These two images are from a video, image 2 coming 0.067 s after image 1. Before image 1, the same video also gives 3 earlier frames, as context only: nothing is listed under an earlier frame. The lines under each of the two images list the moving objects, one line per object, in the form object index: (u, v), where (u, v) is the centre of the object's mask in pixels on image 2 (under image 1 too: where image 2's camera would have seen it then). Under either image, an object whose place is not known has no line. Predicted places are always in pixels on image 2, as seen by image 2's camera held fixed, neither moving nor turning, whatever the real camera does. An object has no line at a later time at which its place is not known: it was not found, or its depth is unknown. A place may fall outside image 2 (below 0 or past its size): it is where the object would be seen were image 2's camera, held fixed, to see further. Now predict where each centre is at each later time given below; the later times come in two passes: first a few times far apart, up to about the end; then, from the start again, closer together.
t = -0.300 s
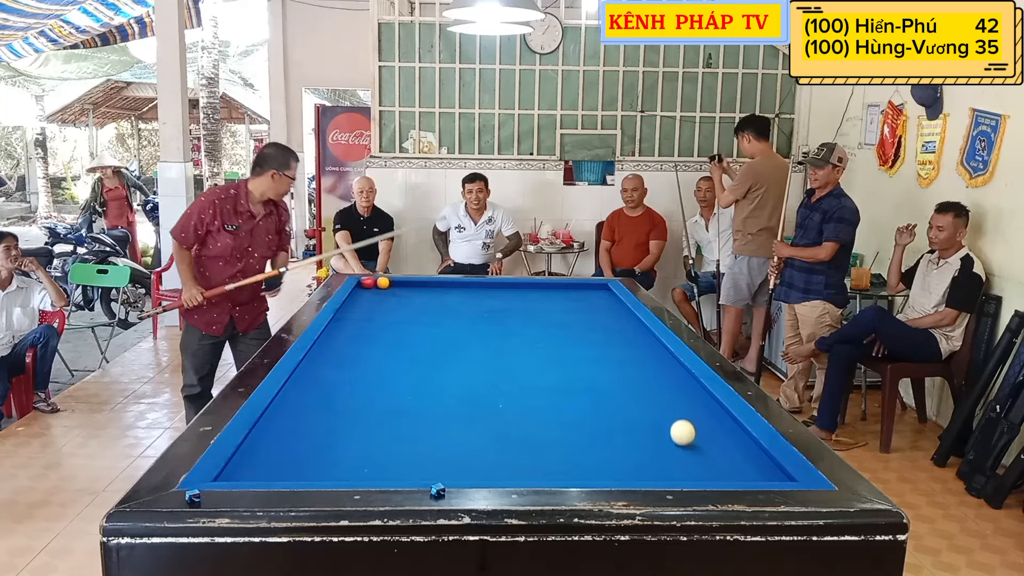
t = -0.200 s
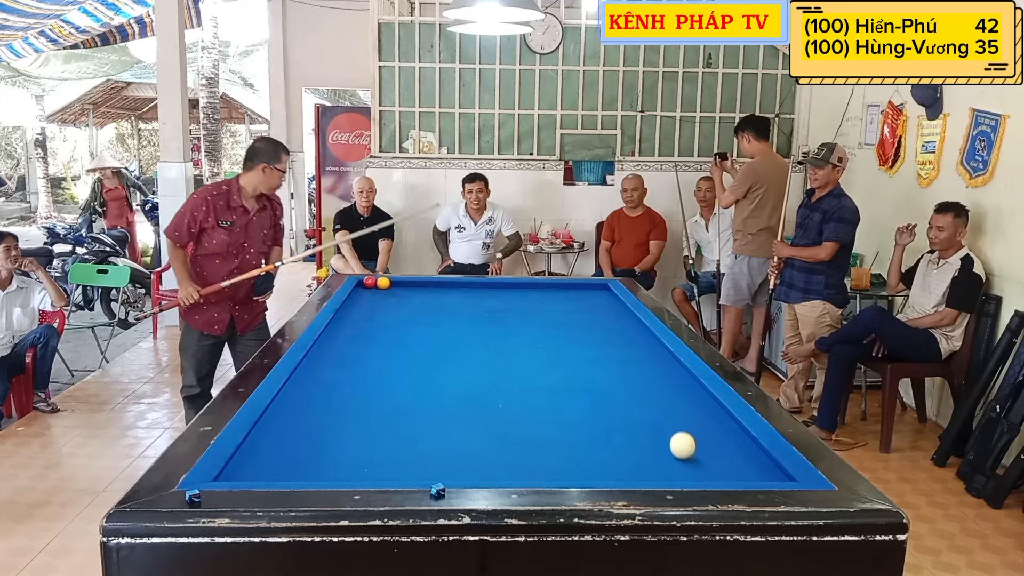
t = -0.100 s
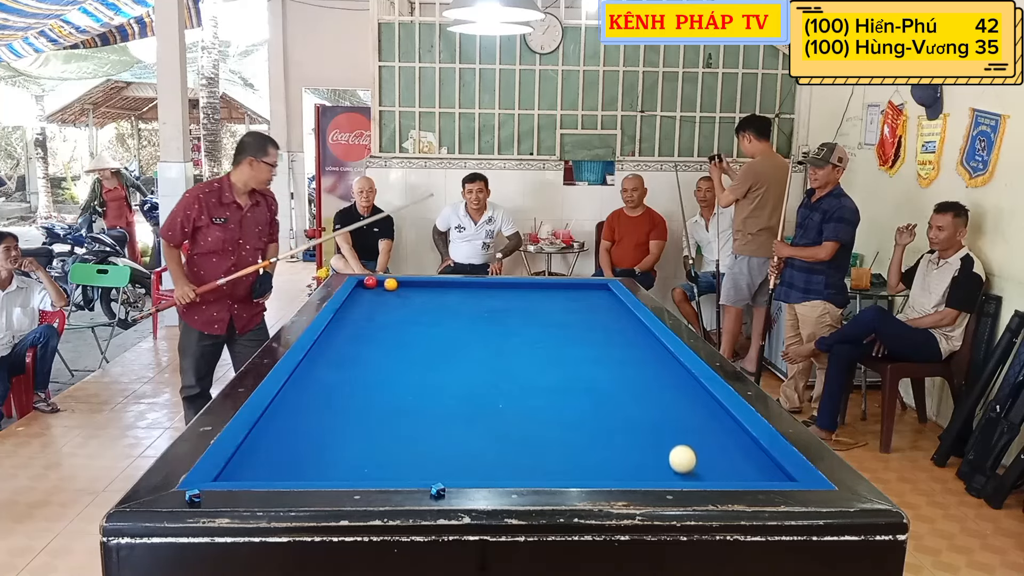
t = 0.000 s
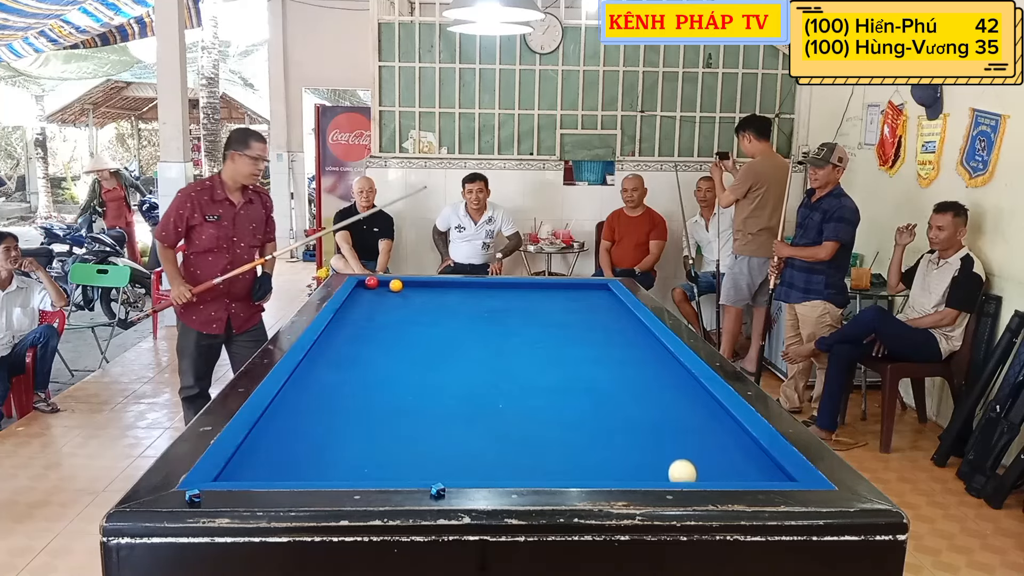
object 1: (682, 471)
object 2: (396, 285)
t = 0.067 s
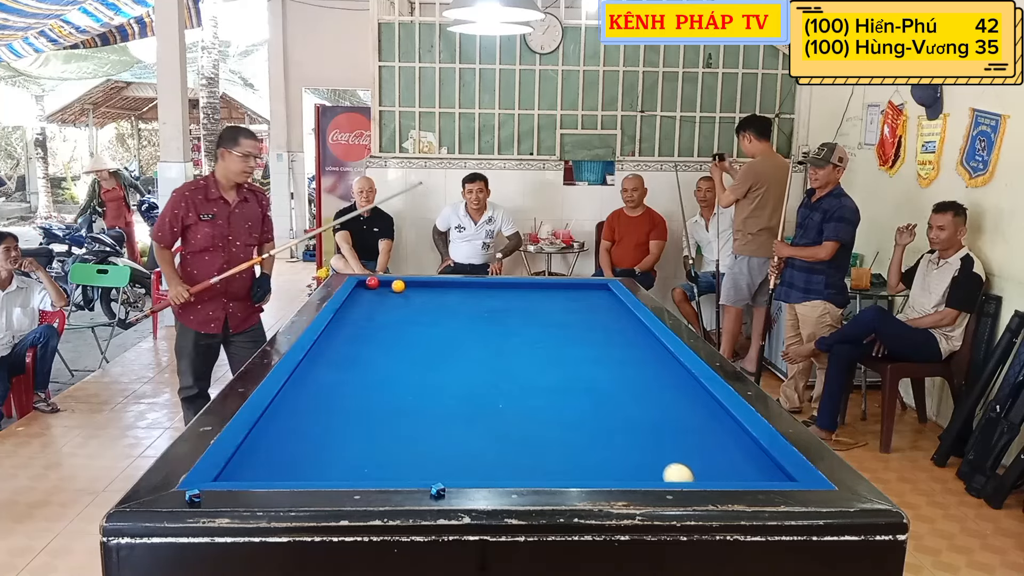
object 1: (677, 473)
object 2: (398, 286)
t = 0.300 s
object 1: (645, 455)
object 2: (405, 288)
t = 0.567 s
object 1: (616, 438)
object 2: (414, 290)
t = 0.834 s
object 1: (590, 423)
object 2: (422, 293)
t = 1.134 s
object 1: (565, 408)
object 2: (432, 295)
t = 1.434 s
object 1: (543, 395)
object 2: (441, 298)
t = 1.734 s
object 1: (524, 383)
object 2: (450, 300)
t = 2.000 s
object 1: (510, 374)
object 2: (458, 302)
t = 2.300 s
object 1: (495, 365)
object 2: (466, 304)
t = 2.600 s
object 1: (481, 356)
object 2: (474, 306)
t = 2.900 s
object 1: (469, 349)
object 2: (481, 308)
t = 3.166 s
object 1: (460, 343)
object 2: (487, 309)
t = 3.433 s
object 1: (451, 337)
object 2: (493, 310)
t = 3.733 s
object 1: (442, 332)
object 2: (499, 312)
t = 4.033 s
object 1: (434, 327)
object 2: (504, 313)
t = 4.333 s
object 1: (426, 322)
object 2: (509, 314)
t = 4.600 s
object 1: (420, 318)
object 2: (513, 314)
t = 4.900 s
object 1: (413, 314)
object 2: (517, 315)
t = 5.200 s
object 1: (408, 311)
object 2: (520, 316)
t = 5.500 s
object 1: (402, 308)
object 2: (521, 316)
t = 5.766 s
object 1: (399, 305)
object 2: (522, 316)
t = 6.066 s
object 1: (395, 303)
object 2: (522, 316)
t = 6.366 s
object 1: (391, 300)
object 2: (522, 316)
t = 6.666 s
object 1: (387, 298)
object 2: (522, 316)
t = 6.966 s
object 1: (384, 296)
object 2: (522, 316)
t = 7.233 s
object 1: (382, 295)
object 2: (522, 316)
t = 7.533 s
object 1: (380, 293)
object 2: (522, 316)
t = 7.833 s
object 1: (378, 292)
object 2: (522, 316)
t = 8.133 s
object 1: (376, 291)
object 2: (522, 316)
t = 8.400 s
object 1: (374, 289)
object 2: (522, 316)
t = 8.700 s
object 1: (373, 289)
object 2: (522, 316)
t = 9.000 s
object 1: (372, 288)
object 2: (522, 316)
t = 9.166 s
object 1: (372, 288)
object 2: (522, 316)
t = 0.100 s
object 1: (672, 471)
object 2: (399, 286)
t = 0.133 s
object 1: (667, 469)
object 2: (400, 287)
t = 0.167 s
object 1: (663, 467)
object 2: (401, 287)
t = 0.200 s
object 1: (658, 463)
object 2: (402, 287)
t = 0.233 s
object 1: (653, 460)
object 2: (403, 288)
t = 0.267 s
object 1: (649, 458)
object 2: (404, 288)
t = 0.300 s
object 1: (645, 455)
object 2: (405, 288)
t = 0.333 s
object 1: (641, 453)
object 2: (406, 288)
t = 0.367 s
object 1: (637, 451)
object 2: (408, 289)
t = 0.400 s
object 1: (633, 449)
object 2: (409, 289)
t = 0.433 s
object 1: (630, 446)
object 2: (410, 289)
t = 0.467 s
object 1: (626, 444)
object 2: (411, 289)
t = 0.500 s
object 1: (623, 442)
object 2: (412, 290)
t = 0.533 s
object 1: (619, 440)
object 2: (413, 290)
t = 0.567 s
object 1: (616, 438)
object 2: (414, 290)
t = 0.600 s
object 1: (612, 436)
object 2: (415, 291)
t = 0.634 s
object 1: (609, 434)
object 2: (416, 291)
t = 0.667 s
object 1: (605, 432)
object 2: (417, 291)
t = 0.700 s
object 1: (602, 430)
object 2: (418, 292)
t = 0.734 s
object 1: (599, 428)
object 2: (419, 292)
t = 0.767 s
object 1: (596, 426)
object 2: (420, 292)
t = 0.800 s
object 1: (593, 424)
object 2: (421, 292)
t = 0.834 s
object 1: (590, 423)
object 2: (422, 293)
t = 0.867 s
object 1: (587, 421)
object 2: (423, 293)
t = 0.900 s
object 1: (584, 419)
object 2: (425, 293)
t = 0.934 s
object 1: (581, 417)
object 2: (426, 293)
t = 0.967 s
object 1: (578, 416)
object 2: (427, 294)
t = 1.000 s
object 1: (575, 414)
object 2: (428, 294)
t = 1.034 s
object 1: (573, 412)
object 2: (429, 294)
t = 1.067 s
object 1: (570, 411)
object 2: (430, 295)
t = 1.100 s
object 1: (567, 409)
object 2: (431, 295)
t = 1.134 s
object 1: (565, 408)
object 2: (432, 295)
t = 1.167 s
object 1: (562, 406)
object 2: (433, 295)
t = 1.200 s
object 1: (559, 405)
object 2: (434, 296)
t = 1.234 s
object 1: (557, 403)
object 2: (435, 296)
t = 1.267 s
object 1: (555, 402)
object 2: (436, 296)
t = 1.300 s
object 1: (552, 400)
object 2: (437, 297)
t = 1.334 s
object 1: (550, 399)
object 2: (438, 297)
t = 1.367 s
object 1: (547, 397)
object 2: (439, 297)
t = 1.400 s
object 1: (545, 396)
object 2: (440, 297)
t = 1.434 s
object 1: (543, 395)
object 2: (441, 298)
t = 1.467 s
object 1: (541, 393)
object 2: (442, 298)
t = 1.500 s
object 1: (539, 392)
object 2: (443, 298)
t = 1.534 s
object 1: (536, 391)
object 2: (444, 298)
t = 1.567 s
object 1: (534, 389)
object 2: (445, 299)
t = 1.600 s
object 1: (532, 388)
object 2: (446, 299)
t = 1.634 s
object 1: (530, 387)
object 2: (447, 299)
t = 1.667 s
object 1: (528, 385)
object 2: (448, 299)
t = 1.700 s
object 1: (526, 384)
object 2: (449, 299)
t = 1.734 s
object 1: (524, 383)
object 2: (450, 300)
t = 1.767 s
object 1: (522, 382)
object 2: (451, 300)
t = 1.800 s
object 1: (520, 381)
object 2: (452, 300)
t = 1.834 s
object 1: (519, 380)
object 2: (453, 301)
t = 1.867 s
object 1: (517, 378)
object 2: (454, 301)
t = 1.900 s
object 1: (515, 377)
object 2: (455, 301)
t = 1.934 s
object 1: (513, 376)
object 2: (456, 301)
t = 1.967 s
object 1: (512, 375)
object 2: (457, 302)
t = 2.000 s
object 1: (510, 374)
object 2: (458, 302)
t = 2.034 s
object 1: (508, 373)
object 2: (459, 302)
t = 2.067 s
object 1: (506, 372)
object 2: (459, 302)
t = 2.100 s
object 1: (504, 371)
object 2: (460, 303)
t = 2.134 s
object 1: (503, 370)
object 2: (461, 303)
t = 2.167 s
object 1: (501, 368)
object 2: (462, 303)
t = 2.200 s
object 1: (499, 368)
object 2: (463, 303)
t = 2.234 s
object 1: (498, 367)
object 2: (464, 303)
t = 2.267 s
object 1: (496, 366)
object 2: (465, 304)
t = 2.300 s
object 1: (495, 365)
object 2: (466, 304)
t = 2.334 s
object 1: (493, 364)
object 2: (467, 304)
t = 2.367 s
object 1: (492, 363)
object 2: (468, 304)
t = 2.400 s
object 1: (490, 362)
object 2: (468, 305)
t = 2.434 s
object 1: (489, 361)
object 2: (469, 305)
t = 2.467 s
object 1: (487, 360)
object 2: (470, 305)
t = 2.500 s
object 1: (486, 359)
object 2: (471, 305)
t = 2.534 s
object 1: (484, 358)
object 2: (472, 305)
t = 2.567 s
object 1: (483, 357)
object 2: (473, 306)
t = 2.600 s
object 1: (481, 356)
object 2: (474, 306)
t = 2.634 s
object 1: (480, 355)
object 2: (474, 306)
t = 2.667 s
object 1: (479, 355)
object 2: (475, 306)
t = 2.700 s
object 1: (477, 354)
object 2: (476, 306)
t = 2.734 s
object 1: (476, 353)
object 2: (477, 307)
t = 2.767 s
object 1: (475, 352)
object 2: (478, 307)
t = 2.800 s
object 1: (473, 351)
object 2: (479, 307)
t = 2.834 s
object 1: (472, 350)
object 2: (479, 307)
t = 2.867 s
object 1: (471, 350)
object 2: (480, 307)
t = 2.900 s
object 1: (469, 349)
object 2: (481, 308)
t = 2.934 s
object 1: (468, 348)
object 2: (482, 308)
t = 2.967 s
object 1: (467, 347)
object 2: (482, 308)
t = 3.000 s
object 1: (466, 347)
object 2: (483, 308)
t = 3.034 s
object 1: (464, 346)
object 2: (484, 308)
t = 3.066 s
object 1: (463, 345)
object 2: (485, 308)
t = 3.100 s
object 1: (462, 344)
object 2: (486, 309)
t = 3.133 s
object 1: (461, 344)
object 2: (486, 309)
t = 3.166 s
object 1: (460, 343)
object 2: (487, 309)
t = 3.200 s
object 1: (459, 342)
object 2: (488, 309)
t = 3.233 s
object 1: (457, 341)
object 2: (489, 309)
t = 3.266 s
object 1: (456, 341)
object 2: (489, 309)
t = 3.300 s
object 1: (455, 340)
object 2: (490, 310)
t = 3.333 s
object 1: (454, 339)
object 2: (491, 310)
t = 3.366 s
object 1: (453, 339)
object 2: (492, 310)
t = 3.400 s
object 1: (452, 338)
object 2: (492, 310)
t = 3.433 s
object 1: (451, 337)
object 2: (493, 310)
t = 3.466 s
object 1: (450, 337)
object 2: (494, 310)
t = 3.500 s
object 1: (449, 336)
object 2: (494, 310)
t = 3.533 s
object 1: (448, 335)
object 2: (495, 311)
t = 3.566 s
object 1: (447, 335)
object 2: (496, 311)
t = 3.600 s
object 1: (446, 334)
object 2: (496, 311)
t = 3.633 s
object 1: (445, 334)
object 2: (497, 311)
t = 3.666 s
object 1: (444, 333)
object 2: (498, 311)
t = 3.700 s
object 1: (443, 332)
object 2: (498, 311)
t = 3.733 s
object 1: (442, 332)
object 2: (499, 312)
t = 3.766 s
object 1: (441, 331)
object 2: (500, 312)
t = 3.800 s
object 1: (440, 331)
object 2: (500, 312)
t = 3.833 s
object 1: (439, 330)
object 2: (501, 312)
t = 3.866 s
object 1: (438, 329)
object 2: (502, 312)
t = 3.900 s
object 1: (437, 329)
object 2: (502, 312)
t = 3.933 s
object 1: (436, 328)
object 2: (503, 312)
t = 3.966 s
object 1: (435, 328)
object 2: (503, 312)
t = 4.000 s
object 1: (435, 327)
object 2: (504, 313)
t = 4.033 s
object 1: (434, 327)
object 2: (504, 313)
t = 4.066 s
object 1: (433, 326)
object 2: (505, 313)
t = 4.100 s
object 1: (432, 326)
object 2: (506, 313)
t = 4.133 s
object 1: (431, 325)
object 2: (506, 313)
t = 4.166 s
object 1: (430, 325)
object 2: (507, 313)
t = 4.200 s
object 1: (429, 324)
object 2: (507, 313)
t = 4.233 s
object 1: (429, 323)
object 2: (508, 313)
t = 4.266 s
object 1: (428, 323)
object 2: (508, 313)
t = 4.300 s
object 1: (427, 323)
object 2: (509, 314)
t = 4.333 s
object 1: (426, 322)
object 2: (509, 314)
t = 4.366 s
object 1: (425, 321)
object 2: (510, 314)
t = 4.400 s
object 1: (424, 321)
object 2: (510, 314)
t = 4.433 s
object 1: (424, 321)
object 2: (511, 314)
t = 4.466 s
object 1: (423, 320)
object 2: (511, 314)
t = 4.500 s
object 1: (422, 320)
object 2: (512, 314)
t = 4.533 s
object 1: (421, 319)
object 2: (512, 314)
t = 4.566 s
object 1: (420, 319)
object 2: (513, 314)
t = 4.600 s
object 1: (420, 318)
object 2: (513, 314)
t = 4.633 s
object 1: (419, 318)
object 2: (514, 314)
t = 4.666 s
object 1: (418, 317)
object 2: (514, 315)
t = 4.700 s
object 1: (418, 317)
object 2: (515, 315)
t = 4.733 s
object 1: (417, 316)
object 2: (515, 315)
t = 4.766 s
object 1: (416, 316)
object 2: (515, 315)
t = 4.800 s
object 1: (415, 316)
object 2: (516, 315)
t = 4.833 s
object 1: (415, 315)
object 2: (516, 315)
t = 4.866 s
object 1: (414, 315)
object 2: (516, 315)
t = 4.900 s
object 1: (413, 314)
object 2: (517, 315)
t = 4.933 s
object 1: (413, 314)
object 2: (517, 315)
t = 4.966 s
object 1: (412, 314)
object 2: (518, 315)
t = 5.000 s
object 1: (411, 313)
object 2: (518, 315)
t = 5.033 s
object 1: (411, 313)
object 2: (518, 315)
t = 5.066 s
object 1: (410, 312)
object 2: (518, 315)
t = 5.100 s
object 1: (409, 312)
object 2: (519, 315)
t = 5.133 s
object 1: (409, 312)
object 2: (519, 316)
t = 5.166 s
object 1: (408, 311)
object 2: (519, 316)
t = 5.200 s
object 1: (408, 311)
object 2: (520, 316)
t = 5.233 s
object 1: (407, 310)
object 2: (520, 316)
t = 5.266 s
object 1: (406, 310)
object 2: (520, 316)
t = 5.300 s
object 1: (406, 310)
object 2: (520, 316)
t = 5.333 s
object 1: (405, 309)
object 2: (520, 316)
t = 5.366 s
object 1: (404, 309)
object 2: (520, 316)
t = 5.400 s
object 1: (404, 309)
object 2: (521, 316)
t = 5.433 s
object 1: (403, 308)
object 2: (521, 316)
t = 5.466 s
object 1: (403, 308)
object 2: (521, 316)
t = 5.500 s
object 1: (402, 308)
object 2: (521, 316)
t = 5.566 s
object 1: (402, 307)
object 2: (521, 316)
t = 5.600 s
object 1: (401, 307)
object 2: (521, 316)
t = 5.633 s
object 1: (401, 306)
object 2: (522, 316)
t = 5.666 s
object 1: (400, 306)
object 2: (522, 316)
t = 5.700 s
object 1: (400, 306)
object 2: (522, 316)
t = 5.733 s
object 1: (399, 306)
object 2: (522, 316)
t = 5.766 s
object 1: (399, 305)
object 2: (522, 316)
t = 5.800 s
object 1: (398, 305)
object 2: (522, 316)
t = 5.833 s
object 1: (398, 305)
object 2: (522, 316)
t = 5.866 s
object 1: (397, 304)
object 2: (522, 316)
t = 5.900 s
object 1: (397, 304)
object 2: (522, 316)
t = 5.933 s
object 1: (396, 304)
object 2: (522, 316)
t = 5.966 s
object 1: (396, 303)
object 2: (522, 316)
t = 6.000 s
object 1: (395, 303)
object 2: (522, 316)
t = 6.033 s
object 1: (395, 303)
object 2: (522, 316)
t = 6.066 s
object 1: (395, 303)
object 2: (522, 316)
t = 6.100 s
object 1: (394, 302)
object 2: (522, 316)
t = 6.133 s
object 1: (394, 302)
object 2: (522, 316)
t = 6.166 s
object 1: (393, 302)
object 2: (522, 316)
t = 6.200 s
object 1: (393, 302)
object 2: (522, 316)
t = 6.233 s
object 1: (392, 301)
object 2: (522, 316)
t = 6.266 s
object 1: (392, 301)
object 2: (522, 316)
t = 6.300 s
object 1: (392, 301)
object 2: (522, 316)
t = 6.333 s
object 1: (391, 300)
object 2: (522, 316)
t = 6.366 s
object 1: (391, 300)
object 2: (522, 316)
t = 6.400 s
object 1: (390, 300)
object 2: (522, 316)
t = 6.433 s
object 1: (390, 299)
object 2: (522, 316)
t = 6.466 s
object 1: (389, 299)
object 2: (522, 316)
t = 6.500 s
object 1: (389, 299)
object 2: (522, 316)
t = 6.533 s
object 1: (389, 299)
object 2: (522, 316)
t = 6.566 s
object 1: (388, 299)
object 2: (522, 316)
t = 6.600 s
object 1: (388, 298)
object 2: (522, 316)
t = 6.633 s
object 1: (388, 298)
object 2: (522, 316)
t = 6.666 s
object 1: (387, 298)
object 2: (522, 316)
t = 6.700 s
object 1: (387, 298)
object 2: (522, 316)
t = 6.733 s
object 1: (387, 298)
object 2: (522, 316)
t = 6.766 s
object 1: (386, 297)
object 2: (522, 316)
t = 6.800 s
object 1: (386, 297)
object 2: (522, 316)
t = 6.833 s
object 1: (386, 297)
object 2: (522, 316)
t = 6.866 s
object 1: (385, 297)
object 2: (522, 316)
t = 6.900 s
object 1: (385, 297)
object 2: (522, 316)
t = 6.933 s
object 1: (385, 296)
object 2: (522, 316)
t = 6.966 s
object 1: (384, 296)
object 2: (522, 316)
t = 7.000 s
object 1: (384, 296)
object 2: (522, 316)
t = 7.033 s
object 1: (384, 296)
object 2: (522, 316)
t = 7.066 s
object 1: (384, 296)
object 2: (522, 316)
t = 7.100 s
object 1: (383, 295)
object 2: (522, 316)
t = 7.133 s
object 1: (383, 295)
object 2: (522, 316)
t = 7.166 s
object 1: (383, 295)
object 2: (522, 316)
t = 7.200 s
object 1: (382, 295)
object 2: (522, 316)
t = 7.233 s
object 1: (382, 295)
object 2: (522, 316)
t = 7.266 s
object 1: (382, 295)
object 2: (522, 316)
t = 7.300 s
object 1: (382, 294)
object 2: (522, 316)
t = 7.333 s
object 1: (381, 294)
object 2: (522, 316)
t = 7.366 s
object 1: (381, 294)
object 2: (522, 316)
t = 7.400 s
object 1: (381, 294)
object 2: (522, 316)
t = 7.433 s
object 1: (380, 294)
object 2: (522, 316)
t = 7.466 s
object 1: (380, 293)
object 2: (522, 316)
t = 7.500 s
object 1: (380, 293)
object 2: (522, 316)
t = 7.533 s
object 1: (380, 293)
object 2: (522, 316)
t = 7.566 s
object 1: (380, 293)
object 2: (522, 316)
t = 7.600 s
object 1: (379, 293)
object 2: (522, 316)
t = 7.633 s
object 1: (379, 293)
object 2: (522, 316)
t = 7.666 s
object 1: (379, 292)
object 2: (522, 316)
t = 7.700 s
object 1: (379, 292)
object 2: (522, 316)
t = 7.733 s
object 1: (379, 292)
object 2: (522, 316)
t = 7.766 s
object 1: (378, 292)
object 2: (522, 316)
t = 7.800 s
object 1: (378, 292)
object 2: (522, 316)
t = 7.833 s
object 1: (378, 292)
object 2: (522, 316)
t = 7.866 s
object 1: (377, 292)
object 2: (522, 316)
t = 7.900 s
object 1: (377, 291)
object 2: (522, 316)
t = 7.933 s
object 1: (377, 291)
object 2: (522, 316)
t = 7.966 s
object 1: (377, 291)
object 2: (522, 316)
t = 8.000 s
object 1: (377, 291)
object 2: (522, 316)
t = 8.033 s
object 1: (376, 291)
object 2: (522, 316)
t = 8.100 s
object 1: (376, 291)
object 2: (522, 316)
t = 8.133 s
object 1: (376, 291)
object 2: (522, 316)
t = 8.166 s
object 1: (376, 290)
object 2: (522, 316)
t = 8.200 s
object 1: (375, 290)
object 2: (522, 316)
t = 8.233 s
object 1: (375, 290)
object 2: (522, 316)
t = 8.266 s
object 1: (375, 290)
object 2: (522, 316)
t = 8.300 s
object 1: (375, 290)
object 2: (522, 316)
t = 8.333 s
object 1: (375, 290)
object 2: (522, 316)
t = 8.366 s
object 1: (375, 290)
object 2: (522, 316)
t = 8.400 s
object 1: (374, 289)
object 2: (522, 316)
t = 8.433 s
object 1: (374, 289)
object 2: (522, 316)
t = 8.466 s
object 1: (374, 289)
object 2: (522, 316)
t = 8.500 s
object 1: (374, 289)
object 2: (522, 316)
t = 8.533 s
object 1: (374, 289)
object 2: (522, 316)
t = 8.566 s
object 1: (374, 289)
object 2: (522, 316)
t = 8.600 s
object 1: (374, 289)
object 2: (522, 316)
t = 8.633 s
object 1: (374, 289)
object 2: (522, 316)
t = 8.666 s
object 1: (373, 289)
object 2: (522, 316)
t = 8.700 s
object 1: (373, 289)
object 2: (522, 316)
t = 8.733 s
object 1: (373, 289)
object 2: (522, 316)
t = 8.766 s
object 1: (373, 288)
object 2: (522, 316)
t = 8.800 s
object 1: (373, 288)
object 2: (522, 316)
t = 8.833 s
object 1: (373, 288)
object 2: (522, 316)
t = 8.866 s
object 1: (373, 288)
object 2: (522, 316)
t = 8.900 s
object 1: (372, 288)
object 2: (522, 316)
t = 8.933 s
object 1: (372, 288)
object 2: (522, 316)
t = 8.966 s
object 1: (372, 288)
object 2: (522, 316)
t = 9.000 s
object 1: (372, 288)
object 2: (522, 316)
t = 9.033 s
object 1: (372, 288)
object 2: (522, 316)
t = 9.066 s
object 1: (372, 288)
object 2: (522, 316)
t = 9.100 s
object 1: (372, 288)
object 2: (522, 316)
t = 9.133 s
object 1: (372, 288)
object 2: (522, 316)
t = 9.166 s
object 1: (372, 288)
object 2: (522, 316)
